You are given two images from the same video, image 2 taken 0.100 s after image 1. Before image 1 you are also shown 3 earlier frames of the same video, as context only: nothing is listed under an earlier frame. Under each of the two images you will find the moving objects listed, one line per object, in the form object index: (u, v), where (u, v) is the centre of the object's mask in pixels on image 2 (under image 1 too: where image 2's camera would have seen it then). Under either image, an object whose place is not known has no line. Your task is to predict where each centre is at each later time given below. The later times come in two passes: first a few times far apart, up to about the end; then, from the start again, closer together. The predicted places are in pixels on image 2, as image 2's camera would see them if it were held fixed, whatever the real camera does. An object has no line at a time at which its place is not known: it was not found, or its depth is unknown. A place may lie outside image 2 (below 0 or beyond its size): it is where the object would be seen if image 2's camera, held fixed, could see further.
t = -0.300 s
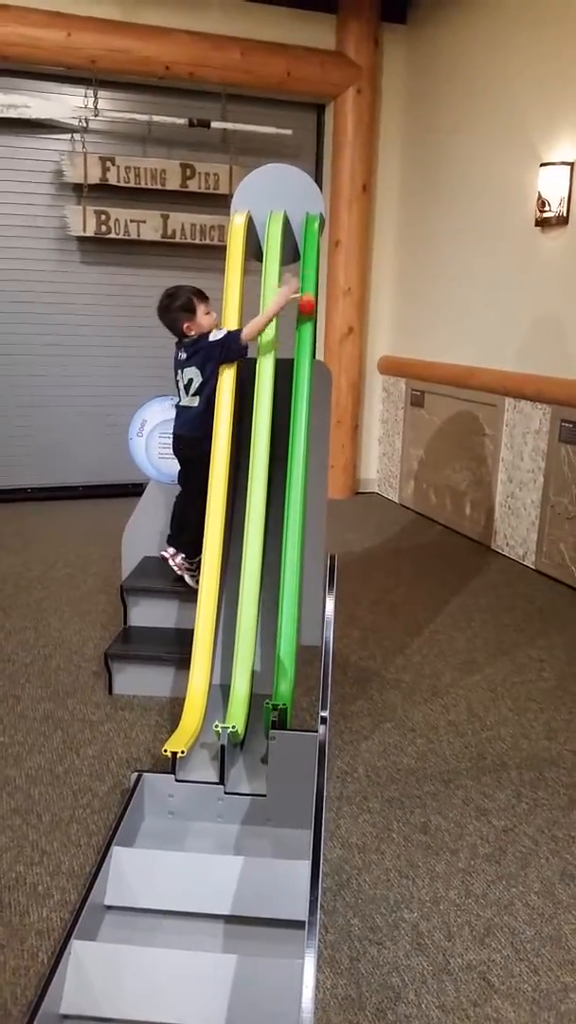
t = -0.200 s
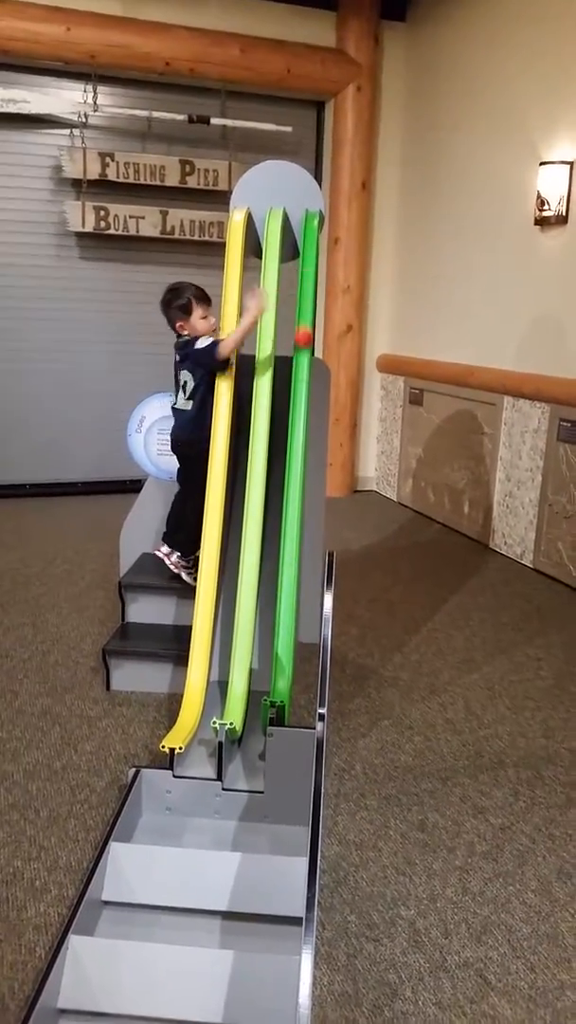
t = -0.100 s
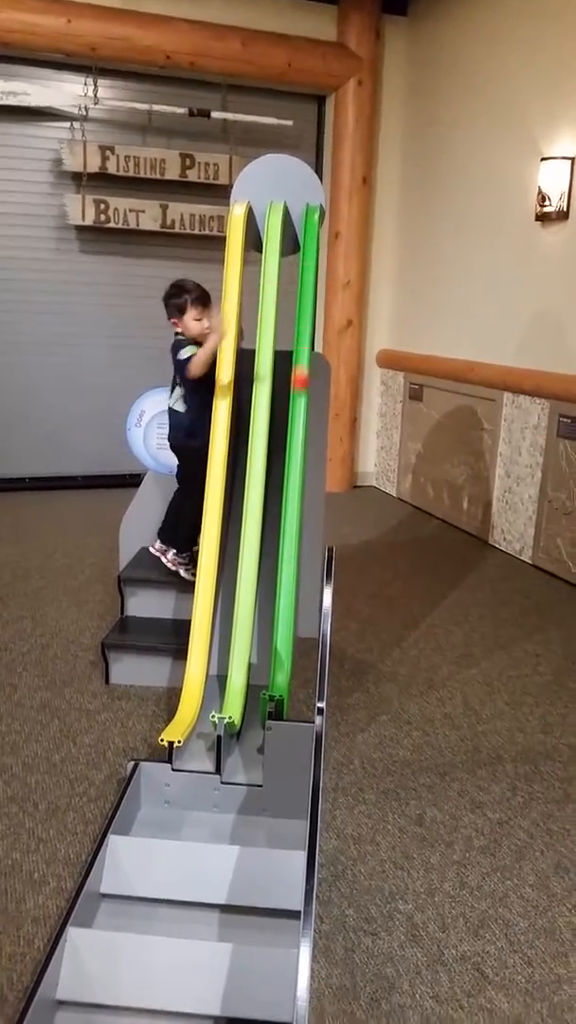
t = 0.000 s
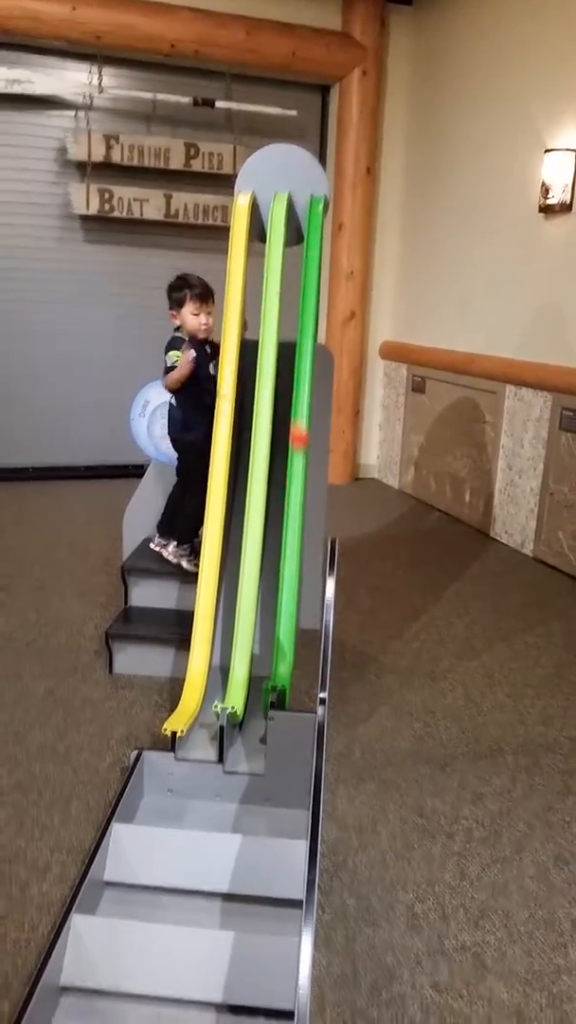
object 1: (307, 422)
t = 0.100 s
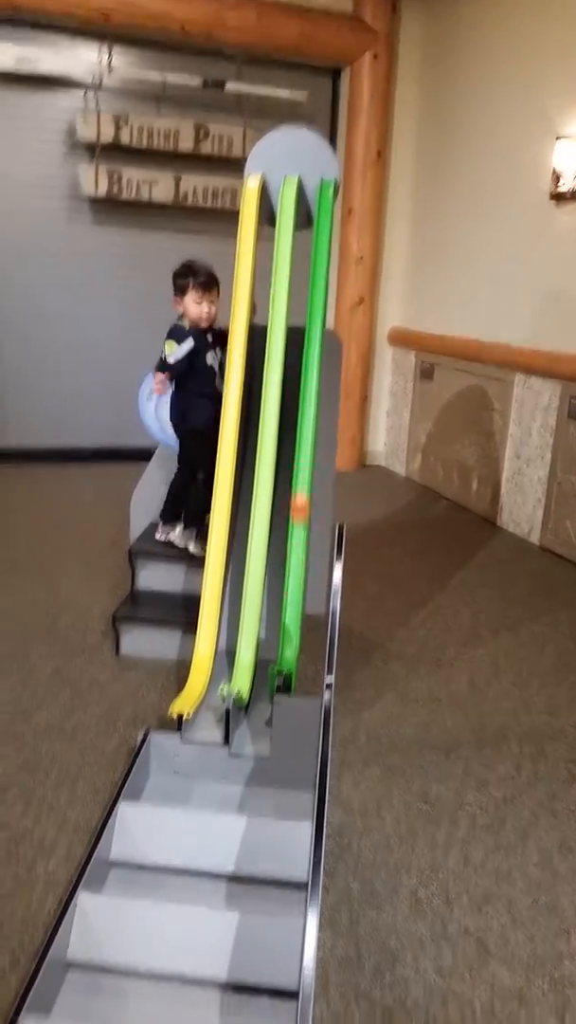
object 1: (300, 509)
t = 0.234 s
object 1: (288, 653)
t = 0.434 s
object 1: (287, 589)
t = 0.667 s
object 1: (295, 538)
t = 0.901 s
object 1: (290, 703)
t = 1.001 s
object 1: (285, 838)
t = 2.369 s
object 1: (235, 890)
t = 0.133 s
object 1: (297, 542)
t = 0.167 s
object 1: (294, 578)
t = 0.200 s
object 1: (291, 616)
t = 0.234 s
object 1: (288, 653)
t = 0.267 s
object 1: (285, 680)
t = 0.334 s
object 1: (282, 657)
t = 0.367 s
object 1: (284, 635)
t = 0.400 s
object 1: (286, 610)
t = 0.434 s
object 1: (287, 589)
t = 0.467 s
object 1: (290, 571)
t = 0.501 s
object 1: (291, 555)
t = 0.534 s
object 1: (293, 545)
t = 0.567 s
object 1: (294, 537)
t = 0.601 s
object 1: (295, 534)
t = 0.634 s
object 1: (295, 533)
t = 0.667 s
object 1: (295, 538)
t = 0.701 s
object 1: (296, 547)
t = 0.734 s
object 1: (296, 562)
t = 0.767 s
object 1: (294, 579)
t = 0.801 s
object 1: (294, 604)
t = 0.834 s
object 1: (293, 633)
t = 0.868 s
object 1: (293, 666)
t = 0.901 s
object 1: (290, 703)
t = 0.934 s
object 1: (287, 741)
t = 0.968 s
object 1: (286, 788)
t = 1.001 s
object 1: (285, 838)
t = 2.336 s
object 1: (236, 889)
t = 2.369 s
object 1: (235, 890)
